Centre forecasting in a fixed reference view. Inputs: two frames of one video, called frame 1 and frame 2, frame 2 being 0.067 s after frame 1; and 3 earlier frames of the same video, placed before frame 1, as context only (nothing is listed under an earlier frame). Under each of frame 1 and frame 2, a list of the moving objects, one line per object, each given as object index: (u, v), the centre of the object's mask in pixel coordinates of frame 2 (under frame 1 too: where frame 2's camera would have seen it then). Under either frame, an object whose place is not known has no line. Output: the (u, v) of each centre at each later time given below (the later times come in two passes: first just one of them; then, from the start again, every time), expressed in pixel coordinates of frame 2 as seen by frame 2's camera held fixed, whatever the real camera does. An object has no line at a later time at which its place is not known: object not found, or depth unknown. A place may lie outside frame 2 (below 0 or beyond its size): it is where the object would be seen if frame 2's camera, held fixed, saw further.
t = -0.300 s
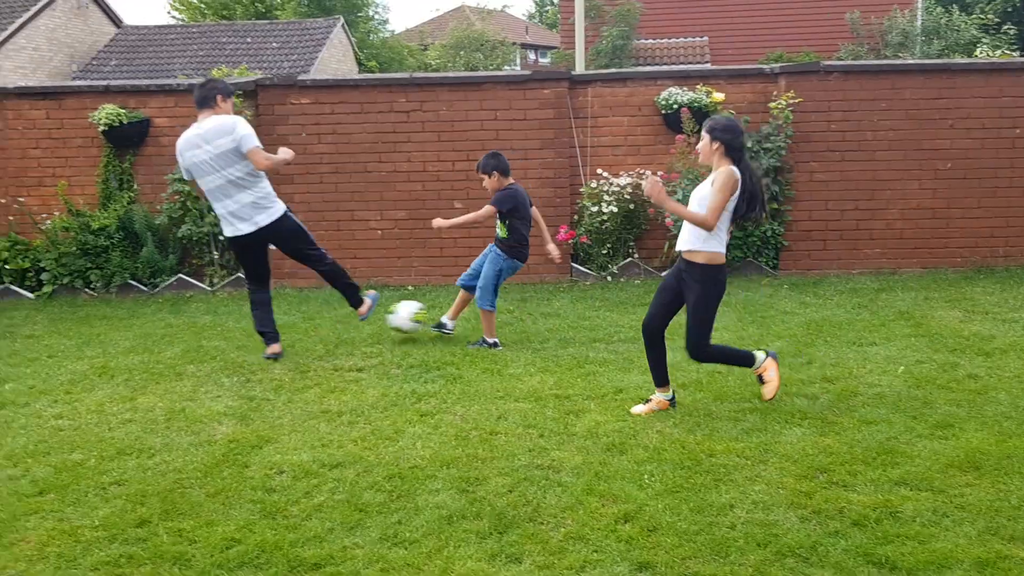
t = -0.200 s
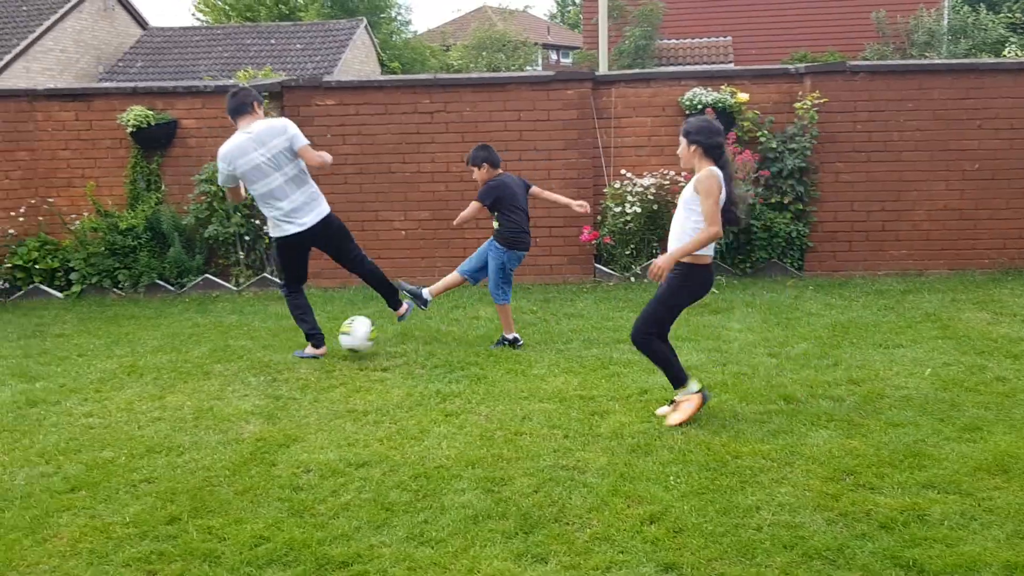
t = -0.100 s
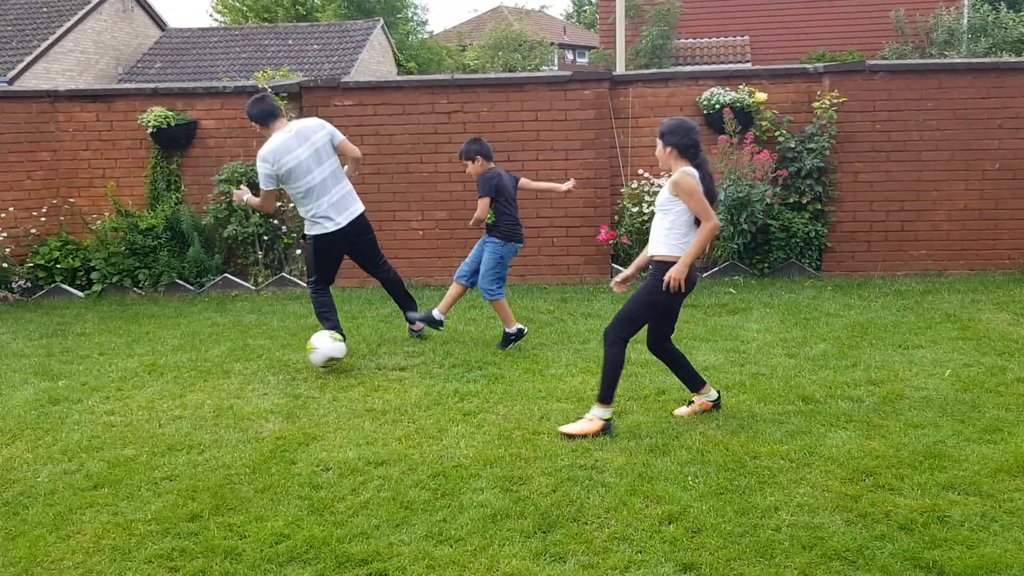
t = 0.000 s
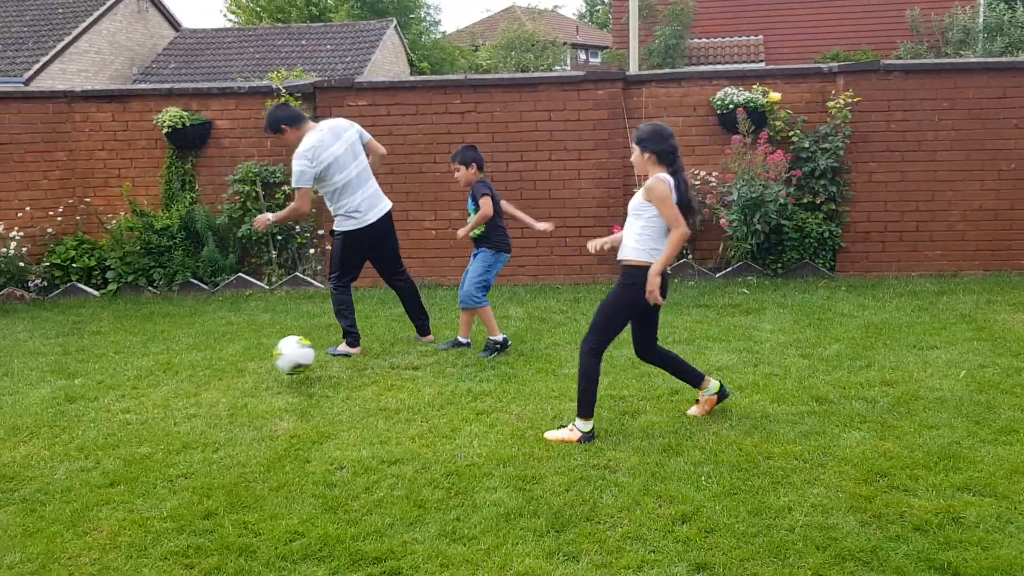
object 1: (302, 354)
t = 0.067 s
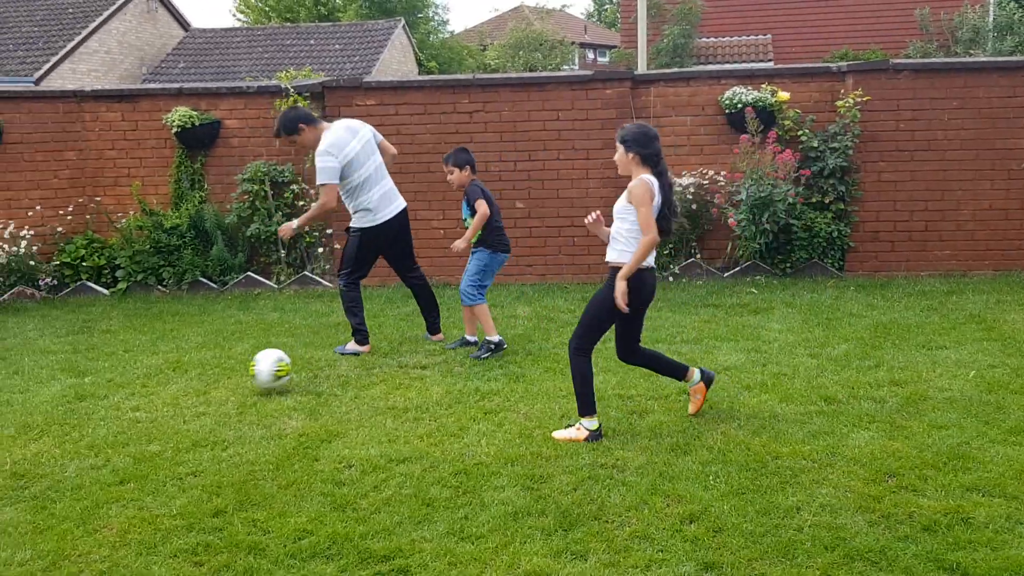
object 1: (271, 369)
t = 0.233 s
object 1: (192, 386)
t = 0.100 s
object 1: (255, 379)
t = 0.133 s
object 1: (239, 381)
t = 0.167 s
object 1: (222, 381)
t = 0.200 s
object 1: (207, 383)
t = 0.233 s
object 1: (192, 386)
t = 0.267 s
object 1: (174, 392)
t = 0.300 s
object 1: (159, 393)
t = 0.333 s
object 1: (144, 393)
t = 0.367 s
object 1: (128, 394)
